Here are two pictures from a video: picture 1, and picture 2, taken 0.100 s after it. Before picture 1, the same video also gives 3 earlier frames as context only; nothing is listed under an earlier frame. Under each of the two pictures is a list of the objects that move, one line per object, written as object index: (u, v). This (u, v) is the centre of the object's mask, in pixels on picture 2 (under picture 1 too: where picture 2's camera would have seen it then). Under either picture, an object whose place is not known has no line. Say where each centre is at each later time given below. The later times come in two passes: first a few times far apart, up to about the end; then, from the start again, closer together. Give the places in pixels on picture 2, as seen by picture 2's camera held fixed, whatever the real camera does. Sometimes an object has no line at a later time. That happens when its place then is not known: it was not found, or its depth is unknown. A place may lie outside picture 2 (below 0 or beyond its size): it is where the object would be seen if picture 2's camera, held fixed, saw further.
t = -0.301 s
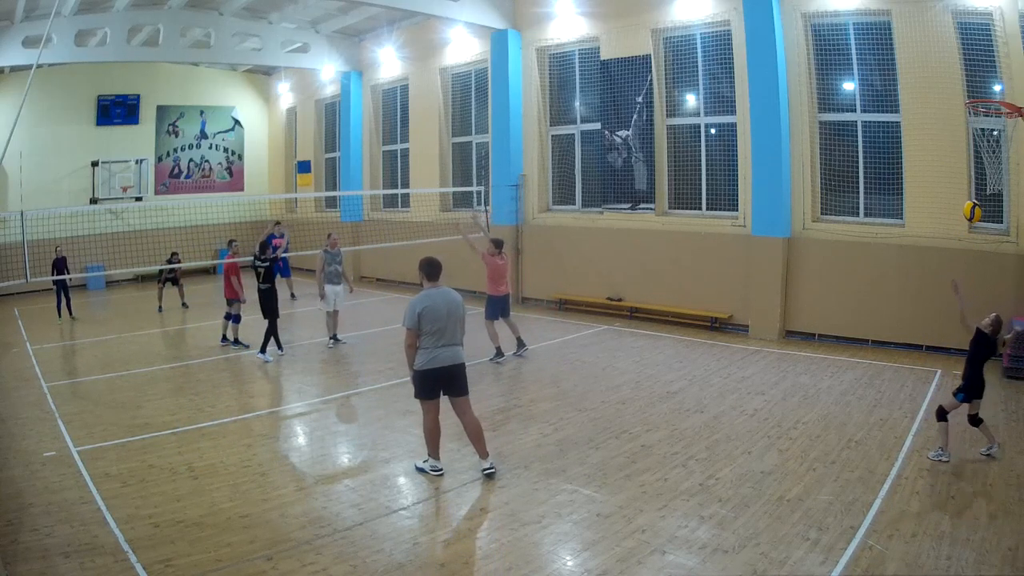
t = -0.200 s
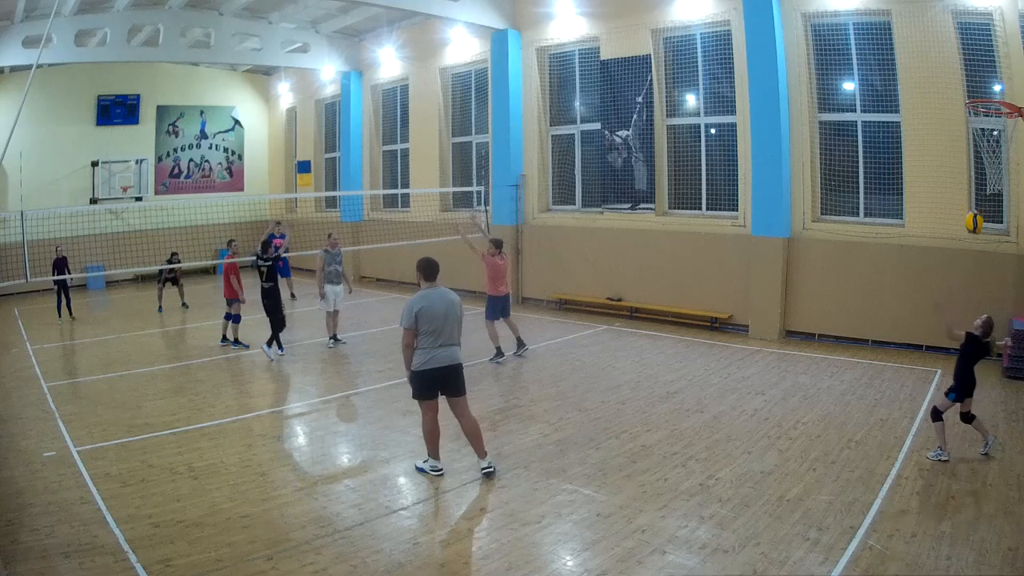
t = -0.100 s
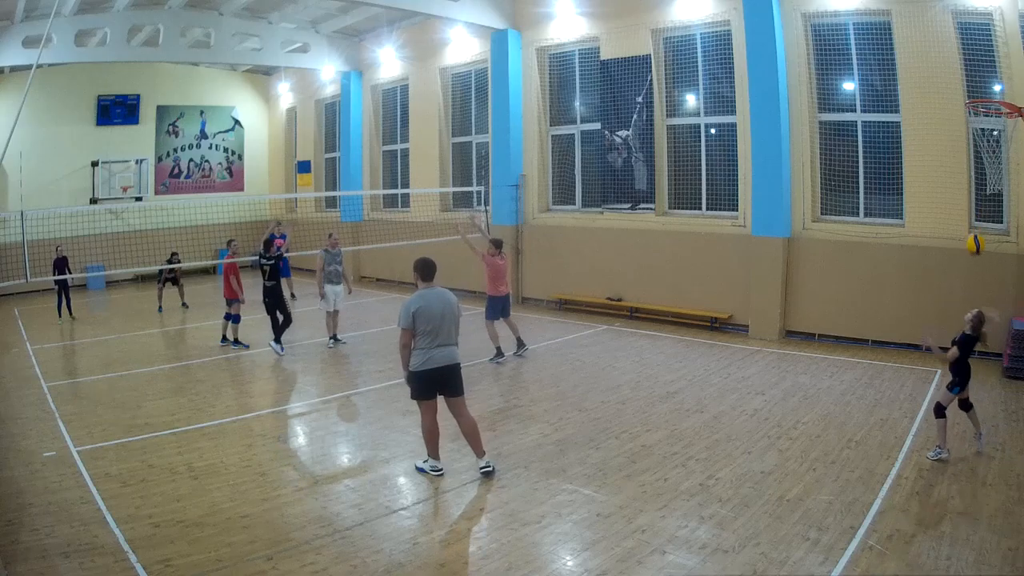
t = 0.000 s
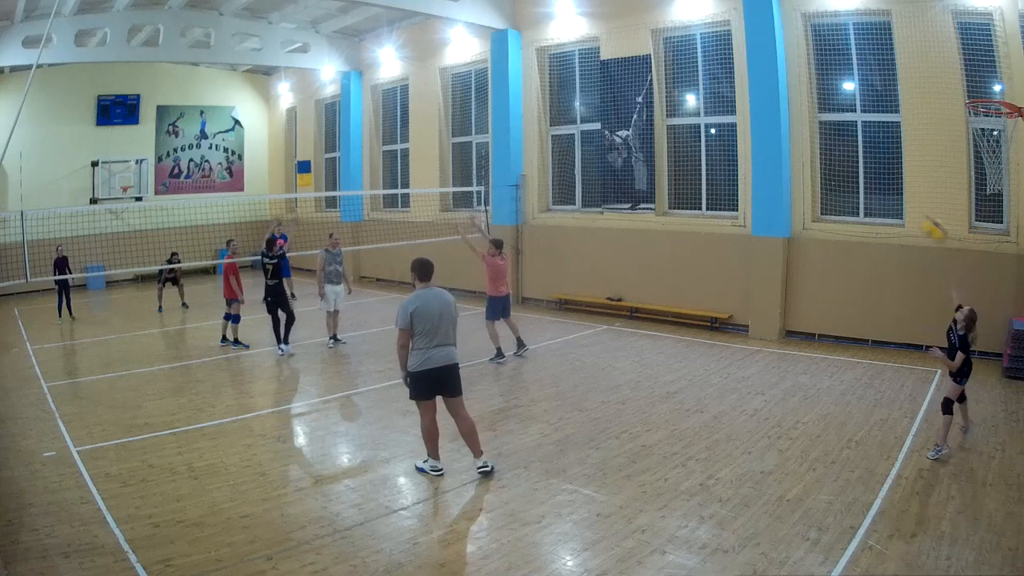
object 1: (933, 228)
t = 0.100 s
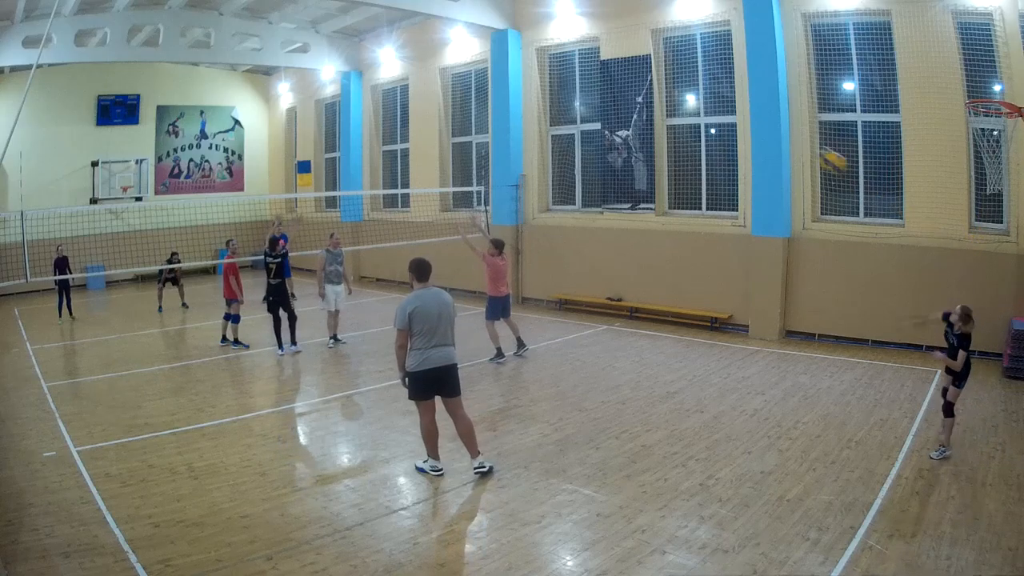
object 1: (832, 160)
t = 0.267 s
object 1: (657, 84)
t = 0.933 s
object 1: (280, 117)
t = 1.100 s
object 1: (235, 159)
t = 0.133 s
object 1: (798, 141)
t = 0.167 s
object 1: (759, 123)
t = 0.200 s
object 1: (725, 106)
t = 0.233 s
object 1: (693, 95)
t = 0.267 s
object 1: (657, 84)
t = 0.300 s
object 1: (628, 75)
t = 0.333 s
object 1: (602, 69)
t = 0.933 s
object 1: (280, 117)
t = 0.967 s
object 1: (270, 126)
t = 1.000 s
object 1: (261, 134)
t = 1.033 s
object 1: (251, 142)
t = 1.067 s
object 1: (243, 153)
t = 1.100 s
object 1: (235, 159)
